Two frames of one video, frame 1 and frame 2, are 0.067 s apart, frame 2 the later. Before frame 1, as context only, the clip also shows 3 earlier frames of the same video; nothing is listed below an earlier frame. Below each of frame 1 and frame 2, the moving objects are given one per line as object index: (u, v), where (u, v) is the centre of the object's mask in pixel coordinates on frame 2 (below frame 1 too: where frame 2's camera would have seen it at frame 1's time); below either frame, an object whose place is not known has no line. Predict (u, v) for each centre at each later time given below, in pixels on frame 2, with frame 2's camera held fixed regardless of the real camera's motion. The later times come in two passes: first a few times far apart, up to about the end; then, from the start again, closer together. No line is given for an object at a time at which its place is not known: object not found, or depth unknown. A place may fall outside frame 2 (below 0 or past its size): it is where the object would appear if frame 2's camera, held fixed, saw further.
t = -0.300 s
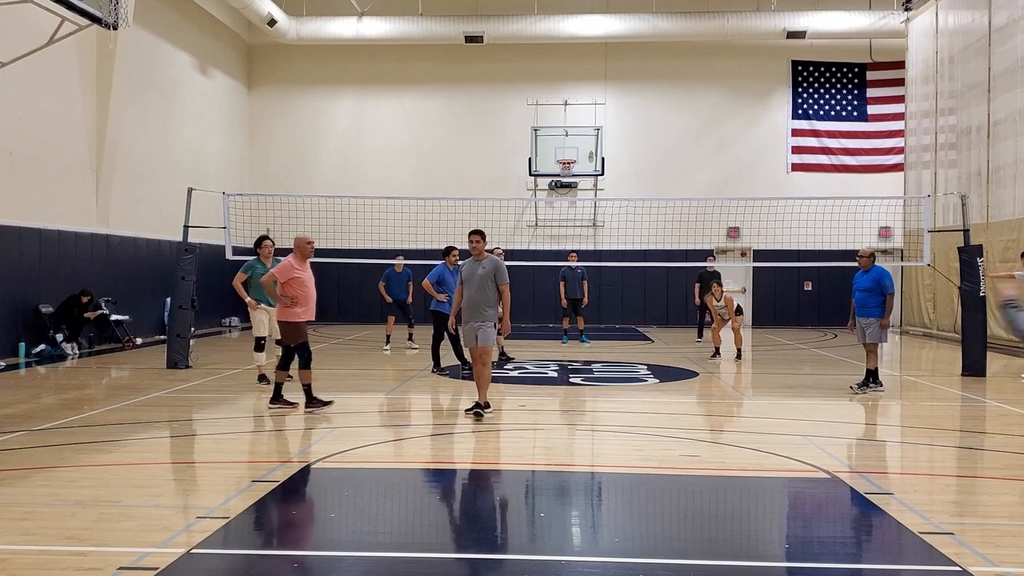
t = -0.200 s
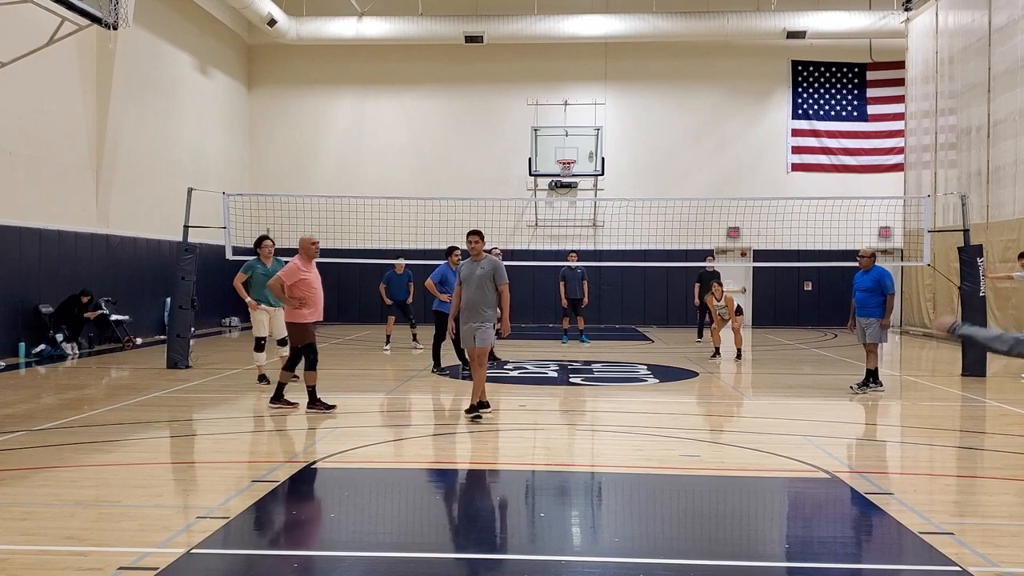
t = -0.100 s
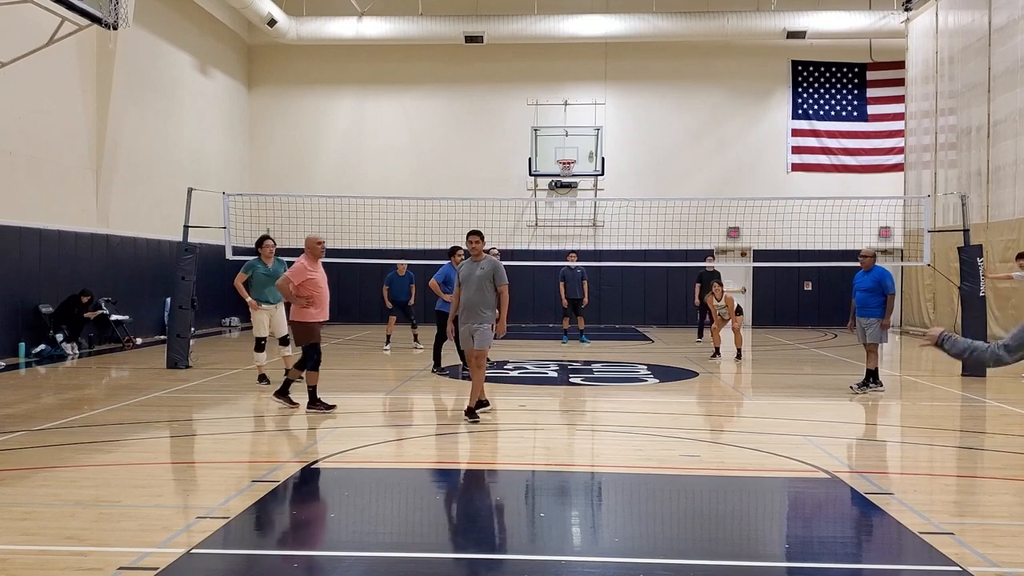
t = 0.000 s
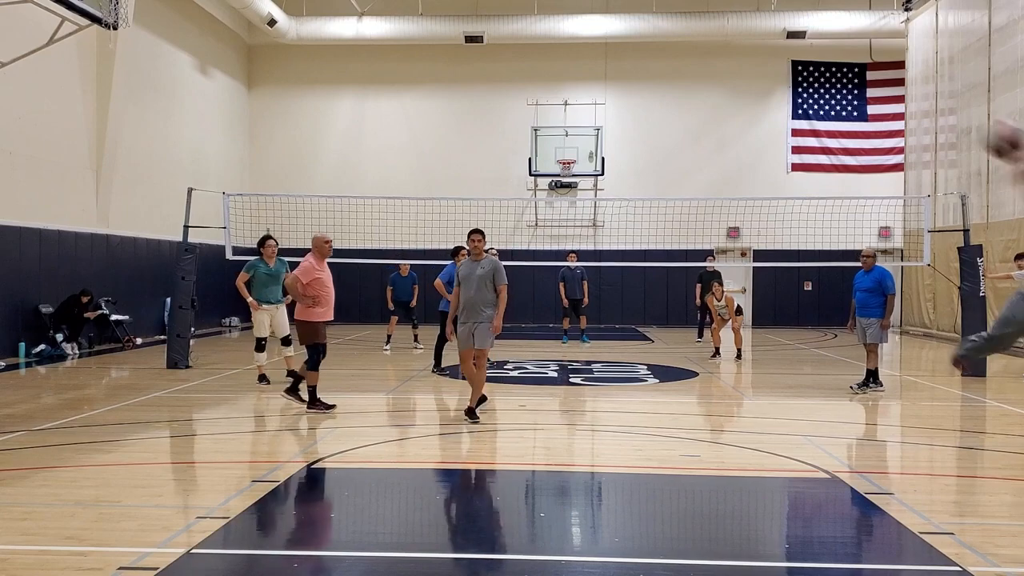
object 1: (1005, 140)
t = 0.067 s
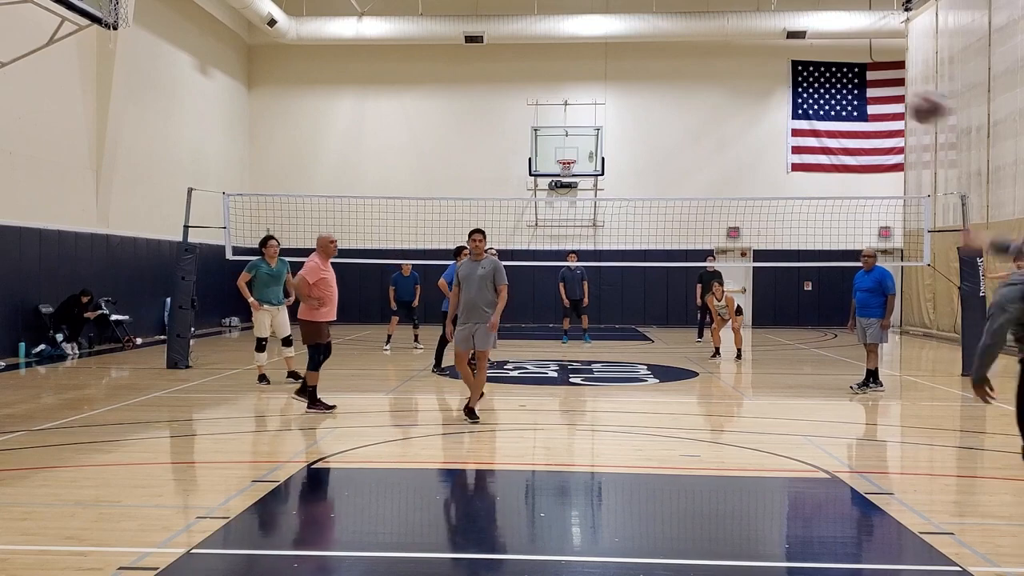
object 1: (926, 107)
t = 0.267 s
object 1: (777, 71)
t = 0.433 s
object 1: (702, 83)
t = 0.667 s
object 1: (637, 124)
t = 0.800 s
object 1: (613, 157)
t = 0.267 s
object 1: (777, 71)
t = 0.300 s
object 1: (758, 73)
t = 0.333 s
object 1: (743, 73)
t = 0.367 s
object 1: (729, 76)
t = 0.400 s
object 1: (715, 79)
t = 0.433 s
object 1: (702, 83)
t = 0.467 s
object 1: (691, 87)
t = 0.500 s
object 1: (680, 92)
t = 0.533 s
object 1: (670, 98)
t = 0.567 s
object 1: (661, 104)
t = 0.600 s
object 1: (652, 110)
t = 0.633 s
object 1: (644, 117)
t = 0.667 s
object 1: (637, 124)
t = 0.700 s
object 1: (630, 132)
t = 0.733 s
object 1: (624, 139)
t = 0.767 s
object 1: (618, 147)
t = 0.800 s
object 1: (613, 157)
